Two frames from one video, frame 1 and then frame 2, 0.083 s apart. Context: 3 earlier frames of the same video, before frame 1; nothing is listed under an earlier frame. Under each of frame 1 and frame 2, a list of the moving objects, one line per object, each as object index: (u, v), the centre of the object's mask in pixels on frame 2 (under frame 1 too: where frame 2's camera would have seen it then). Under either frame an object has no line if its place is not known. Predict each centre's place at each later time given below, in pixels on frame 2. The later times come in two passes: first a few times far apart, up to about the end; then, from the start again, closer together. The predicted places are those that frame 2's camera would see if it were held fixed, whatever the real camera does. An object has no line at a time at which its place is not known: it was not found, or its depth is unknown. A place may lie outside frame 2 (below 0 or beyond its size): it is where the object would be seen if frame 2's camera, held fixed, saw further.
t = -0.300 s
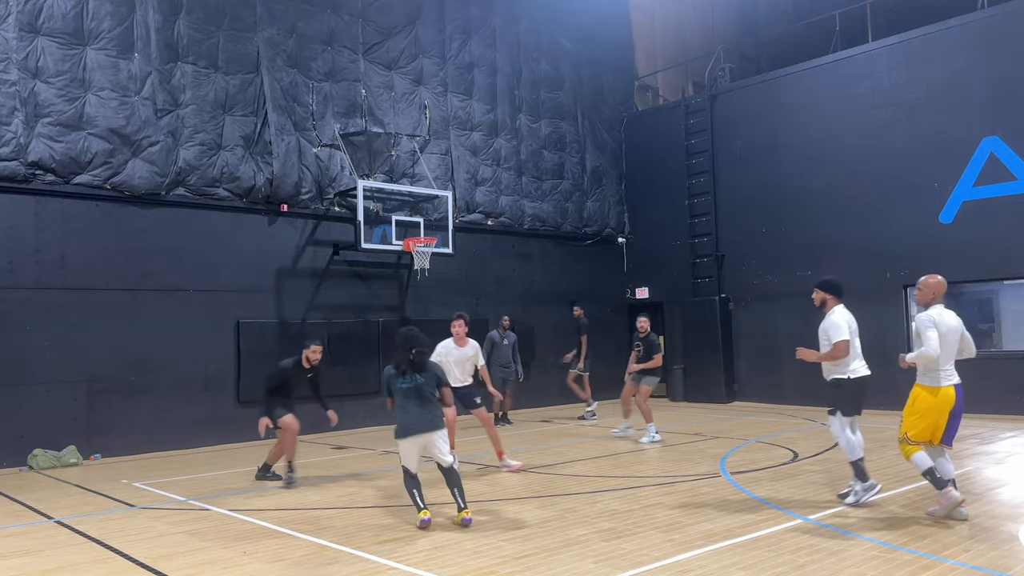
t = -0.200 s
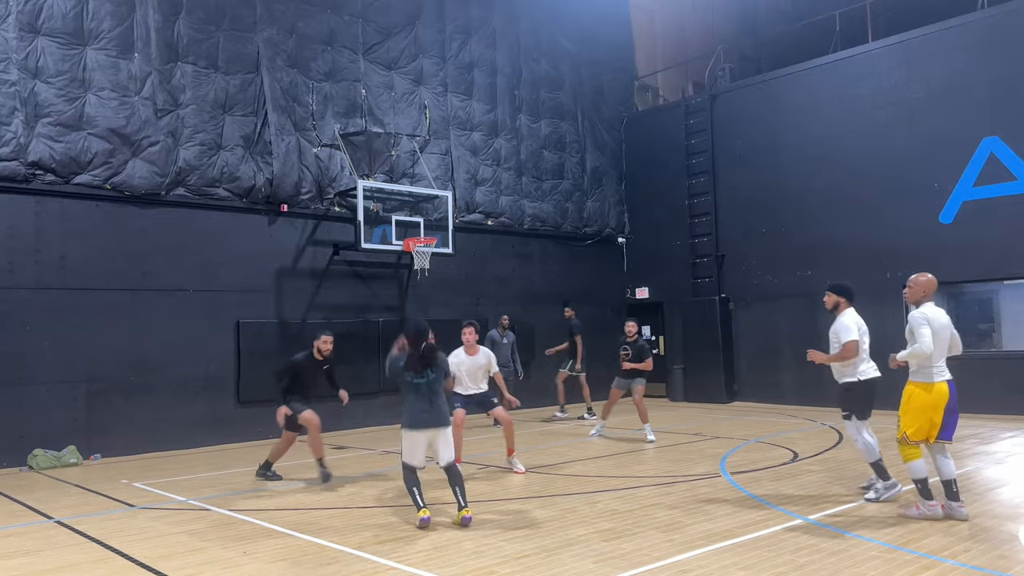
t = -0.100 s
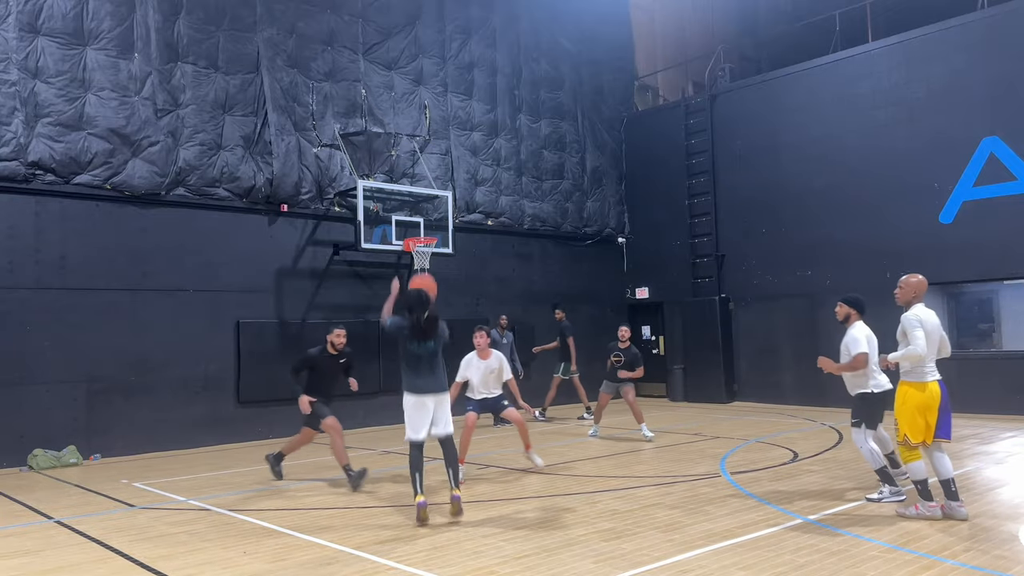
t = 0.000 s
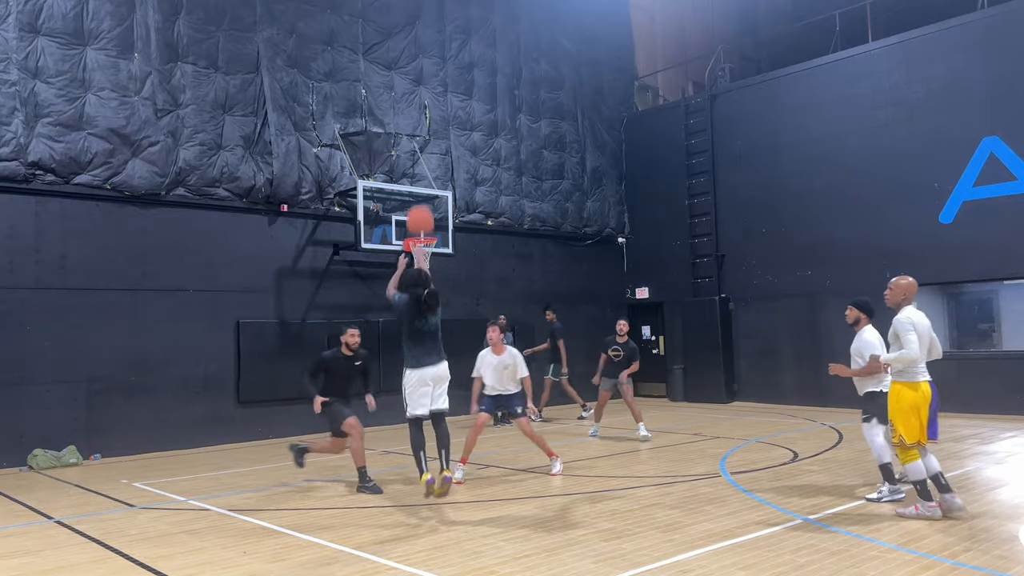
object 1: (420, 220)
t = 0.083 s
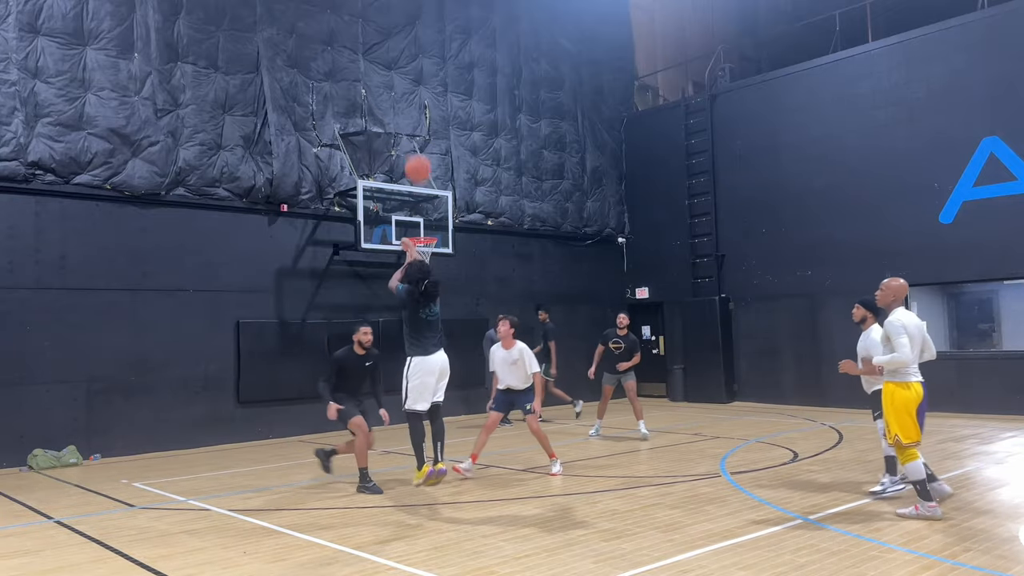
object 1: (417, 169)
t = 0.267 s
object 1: (415, 92)
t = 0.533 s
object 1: (412, 55)
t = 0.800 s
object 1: (412, 75)
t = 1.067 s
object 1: (414, 139)
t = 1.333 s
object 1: (415, 230)
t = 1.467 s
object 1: (423, 242)
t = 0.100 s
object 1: (418, 159)
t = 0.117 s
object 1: (417, 151)
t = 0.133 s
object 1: (417, 142)
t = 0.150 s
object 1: (417, 134)
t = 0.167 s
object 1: (416, 127)
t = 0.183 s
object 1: (416, 121)
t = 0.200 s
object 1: (416, 114)
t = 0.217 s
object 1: (416, 108)
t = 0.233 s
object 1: (415, 102)
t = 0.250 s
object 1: (415, 97)
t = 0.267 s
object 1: (415, 92)
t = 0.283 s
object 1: (415, 88)
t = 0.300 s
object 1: (414, 84)
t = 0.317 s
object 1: (414, 79)
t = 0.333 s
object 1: (414, 76)
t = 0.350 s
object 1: (414, 72)
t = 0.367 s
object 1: (413, 70)
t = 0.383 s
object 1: (413, 67)
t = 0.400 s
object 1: (413, 64)
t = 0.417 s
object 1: (413, 62)
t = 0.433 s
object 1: (412, 60)
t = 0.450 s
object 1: (412, 59)
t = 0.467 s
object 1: (412, 58)
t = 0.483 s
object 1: (412, 57)
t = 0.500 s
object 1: (412, 56)
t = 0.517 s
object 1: (412, 56)
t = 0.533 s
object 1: (412, 55)
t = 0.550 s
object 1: (411, 55)
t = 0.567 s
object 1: (411, 55)
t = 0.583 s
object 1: (412, 55)
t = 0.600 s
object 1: (411, 56)
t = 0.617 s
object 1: (411, 56)
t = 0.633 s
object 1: (411, 57)
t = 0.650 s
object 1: (411, 58)
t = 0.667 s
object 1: (411, 59)
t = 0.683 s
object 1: (411, 60)
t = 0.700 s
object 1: (412, 62)
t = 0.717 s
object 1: (412, 64)
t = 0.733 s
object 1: (411, 66)
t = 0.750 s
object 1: (412, 68)
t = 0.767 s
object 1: (412, 71)
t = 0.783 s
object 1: (412, 73)
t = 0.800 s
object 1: (412, 75)
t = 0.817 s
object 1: (412, 79)
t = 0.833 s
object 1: (412, 81)
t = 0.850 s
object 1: (412, 85)
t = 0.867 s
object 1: (412, 89)
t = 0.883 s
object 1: (412, 92)
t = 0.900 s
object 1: (412, 95)
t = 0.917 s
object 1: (412, 99)
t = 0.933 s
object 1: (413, 103)
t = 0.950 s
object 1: (413, 107)
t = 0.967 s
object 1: (413, 111)
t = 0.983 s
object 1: (413, 115)
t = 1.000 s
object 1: (413, 120)
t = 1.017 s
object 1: (414, 125)
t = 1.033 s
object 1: (413, 129)
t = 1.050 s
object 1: (414, 134)
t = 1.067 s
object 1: (414, 139)
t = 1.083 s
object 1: (414, 144)
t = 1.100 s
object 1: (414, 148)
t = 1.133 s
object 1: (415, 159)
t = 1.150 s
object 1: (415, 164)
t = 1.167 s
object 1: (415, 170)
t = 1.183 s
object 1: (415, 176)
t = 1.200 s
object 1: (415, 181)
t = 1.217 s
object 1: (415, 187)
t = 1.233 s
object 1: (416, 194)
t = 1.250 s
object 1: (416, 200)
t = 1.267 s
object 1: (416, 206)
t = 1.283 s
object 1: (417, 211)
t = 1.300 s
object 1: (416, 219)
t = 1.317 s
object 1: (416, 226)
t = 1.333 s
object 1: (415, 230)
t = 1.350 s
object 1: (416, 234)
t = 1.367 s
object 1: (420, 235)
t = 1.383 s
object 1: (425, 236)
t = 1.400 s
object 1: (430, 239)
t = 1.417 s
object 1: (430, 240)
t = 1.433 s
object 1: (429, 241)
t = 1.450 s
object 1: (428, 243)
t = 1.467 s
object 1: (423, 242)
